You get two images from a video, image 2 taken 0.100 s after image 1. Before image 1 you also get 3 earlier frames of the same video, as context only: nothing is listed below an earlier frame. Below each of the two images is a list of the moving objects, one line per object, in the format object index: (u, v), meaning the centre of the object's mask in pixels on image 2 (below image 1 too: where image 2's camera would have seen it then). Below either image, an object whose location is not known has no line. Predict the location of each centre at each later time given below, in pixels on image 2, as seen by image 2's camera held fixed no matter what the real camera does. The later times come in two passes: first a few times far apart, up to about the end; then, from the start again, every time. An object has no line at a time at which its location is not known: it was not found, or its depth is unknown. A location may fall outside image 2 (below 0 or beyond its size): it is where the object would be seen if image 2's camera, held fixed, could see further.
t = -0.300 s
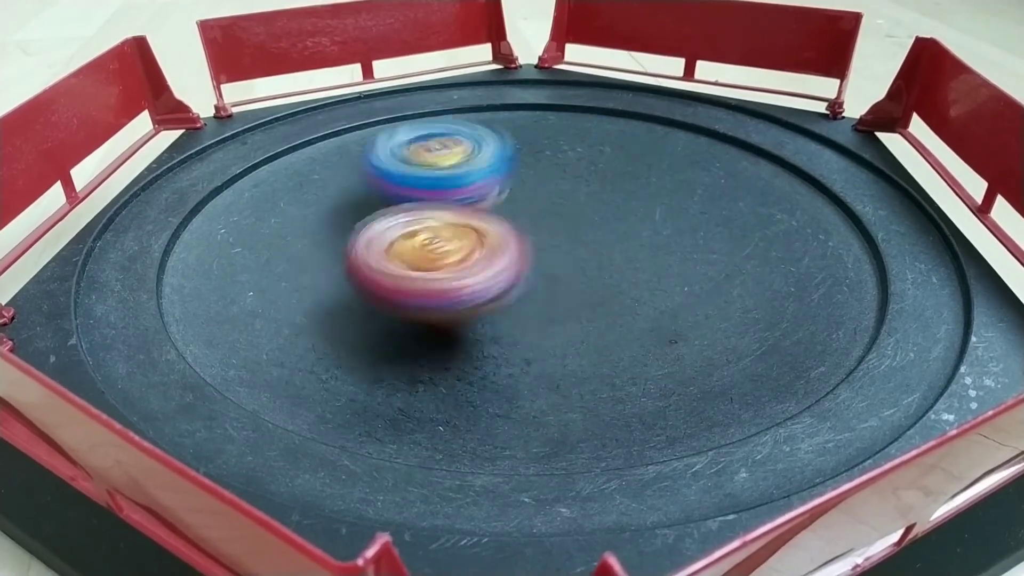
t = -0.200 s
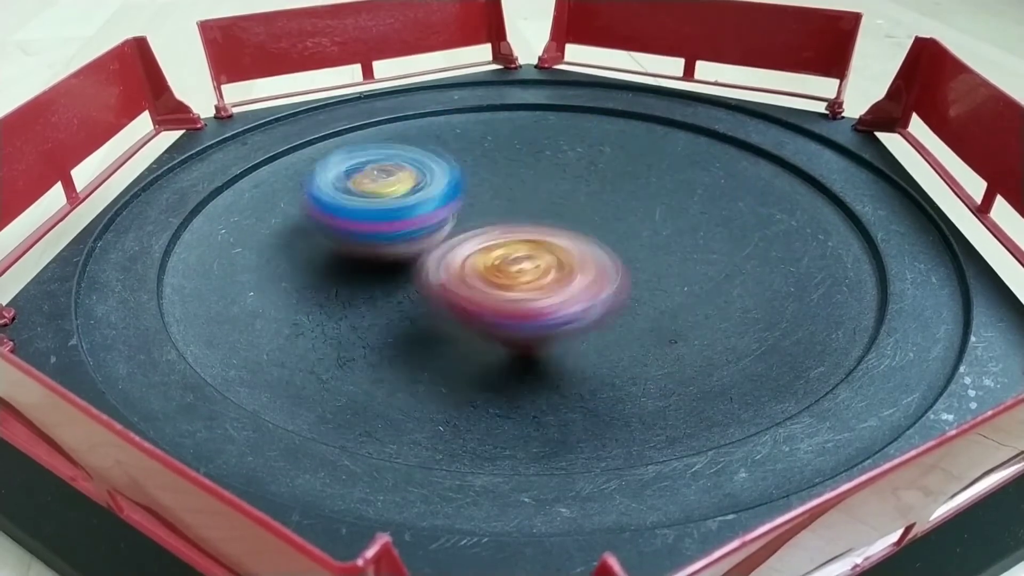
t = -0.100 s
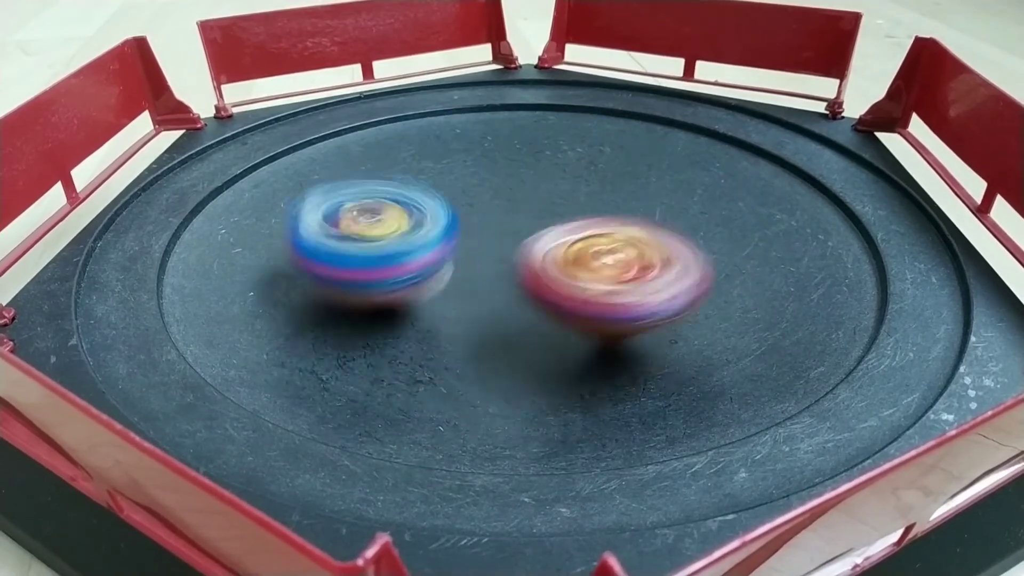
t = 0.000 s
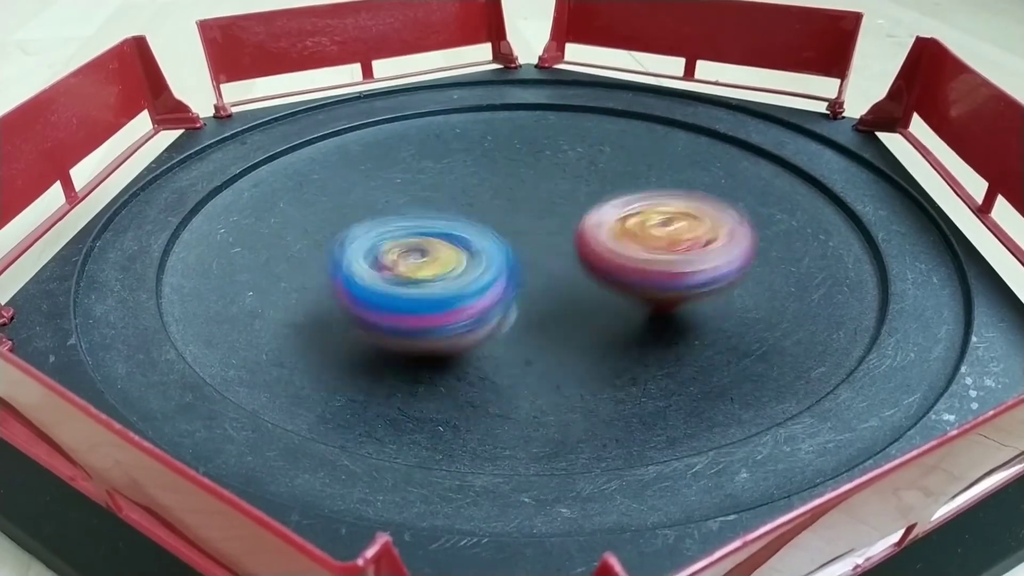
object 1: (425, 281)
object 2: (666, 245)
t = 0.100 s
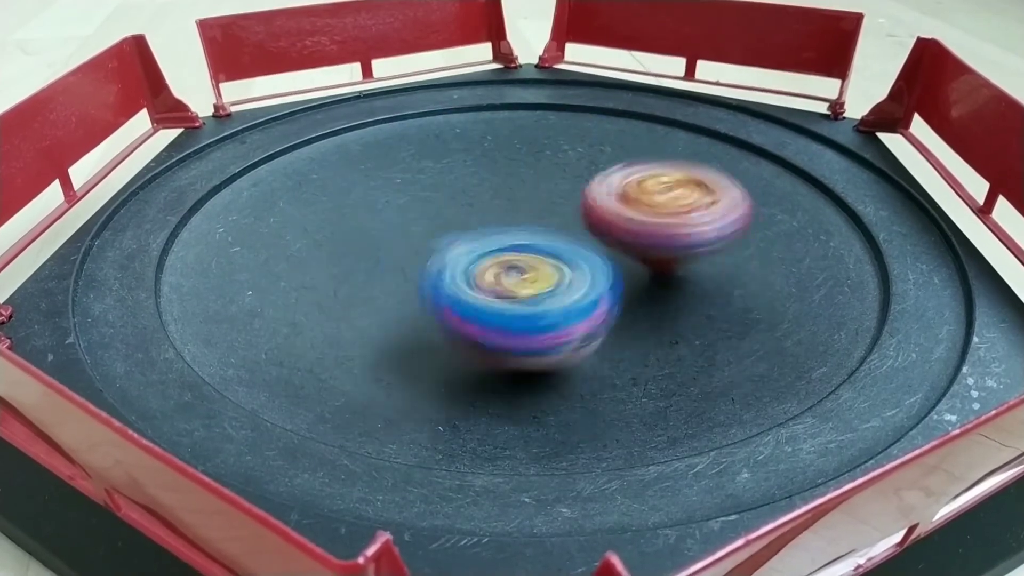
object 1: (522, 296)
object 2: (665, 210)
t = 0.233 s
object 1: (634, 269)
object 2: (598, 171)
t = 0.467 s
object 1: (630, 180)
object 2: (438, 184)
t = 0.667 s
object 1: (493, 161)
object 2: (387, 240)
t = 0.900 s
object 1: (387, 229)
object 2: (541, 275)
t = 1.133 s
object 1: (470, 285)
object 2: (693, 219)
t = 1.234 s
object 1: (546, 269)
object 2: (687, 189)
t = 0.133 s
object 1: (556, 294)
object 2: (656, 198)
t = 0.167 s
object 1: (587, 287)
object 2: (640, 185)
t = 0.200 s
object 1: (615, 279)
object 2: (622, 178)
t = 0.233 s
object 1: (634, 269)
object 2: (598, 171)
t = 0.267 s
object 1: (652, 255)
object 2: (574, 169)
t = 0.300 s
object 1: (660, 242)
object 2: (550, 172)
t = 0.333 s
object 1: (666, 228)
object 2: (529, 171)
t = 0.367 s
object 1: (665, 214)
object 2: (506, 173)
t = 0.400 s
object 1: (657, 202)
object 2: (481, 174)
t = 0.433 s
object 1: (646, 190)
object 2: (459, 178)
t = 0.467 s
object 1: (630, 180)
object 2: (438, 184)
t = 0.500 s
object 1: (611, 172)
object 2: (422, 192)
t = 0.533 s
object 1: (590, 165)
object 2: (404, 199)
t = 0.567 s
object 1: (568, 161)
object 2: (393, 209)
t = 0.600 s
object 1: (543, 159)
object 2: (387, 219)
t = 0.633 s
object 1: (517, 160)
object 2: (384, 229)
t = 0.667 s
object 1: (493, 161)
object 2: (387, 240)
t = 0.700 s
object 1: (472, 163)
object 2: (397, 251)
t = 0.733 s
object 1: (450, 167)
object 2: (412, 261)
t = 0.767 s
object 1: (429, 173)
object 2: (428, 268)
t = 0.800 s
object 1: (411, 183)
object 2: (454, 275)
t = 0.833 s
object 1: (396, 194)
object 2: (484, 278)
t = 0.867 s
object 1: (386, 212)
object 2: (510, 280)
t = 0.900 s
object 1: (387, 229)
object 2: (541, 275)
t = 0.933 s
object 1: (384, 240)
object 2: (575, 272)
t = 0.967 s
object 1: (383, 250)
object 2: (603, 267)
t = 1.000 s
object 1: (387, 260)
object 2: (632, 260)
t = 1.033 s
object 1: (398, 270)
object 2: (655, 251)
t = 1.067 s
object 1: (418, 277)
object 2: (670, 241)
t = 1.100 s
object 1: (441, 283)
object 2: (685, 230)
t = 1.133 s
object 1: (470, 285)
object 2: (693, 219)
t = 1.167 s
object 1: (495, 283)
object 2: (694, 209)
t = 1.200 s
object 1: (524, 277)
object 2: (694, 199)
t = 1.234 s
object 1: (546, 269)
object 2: (687, 189)
